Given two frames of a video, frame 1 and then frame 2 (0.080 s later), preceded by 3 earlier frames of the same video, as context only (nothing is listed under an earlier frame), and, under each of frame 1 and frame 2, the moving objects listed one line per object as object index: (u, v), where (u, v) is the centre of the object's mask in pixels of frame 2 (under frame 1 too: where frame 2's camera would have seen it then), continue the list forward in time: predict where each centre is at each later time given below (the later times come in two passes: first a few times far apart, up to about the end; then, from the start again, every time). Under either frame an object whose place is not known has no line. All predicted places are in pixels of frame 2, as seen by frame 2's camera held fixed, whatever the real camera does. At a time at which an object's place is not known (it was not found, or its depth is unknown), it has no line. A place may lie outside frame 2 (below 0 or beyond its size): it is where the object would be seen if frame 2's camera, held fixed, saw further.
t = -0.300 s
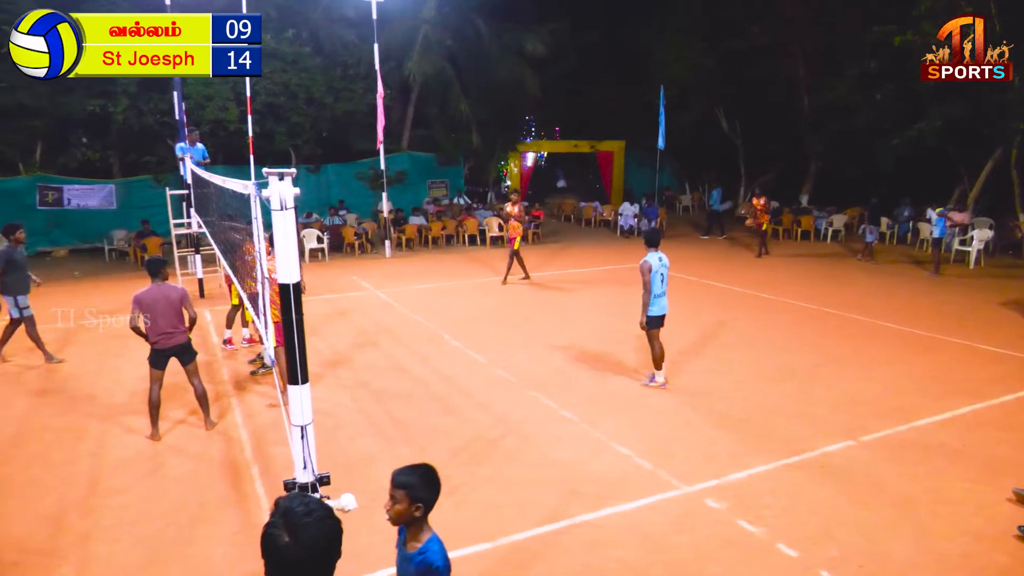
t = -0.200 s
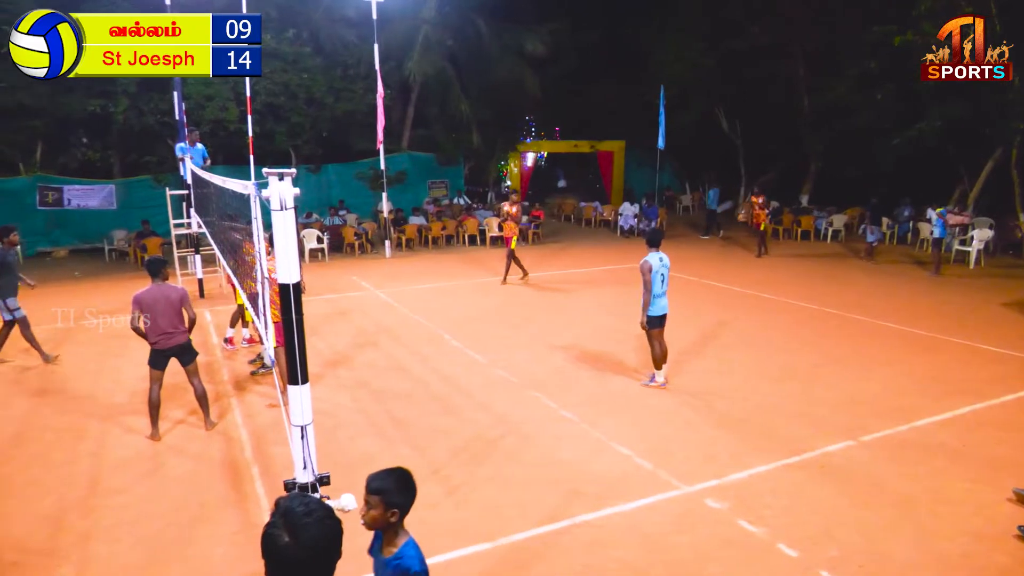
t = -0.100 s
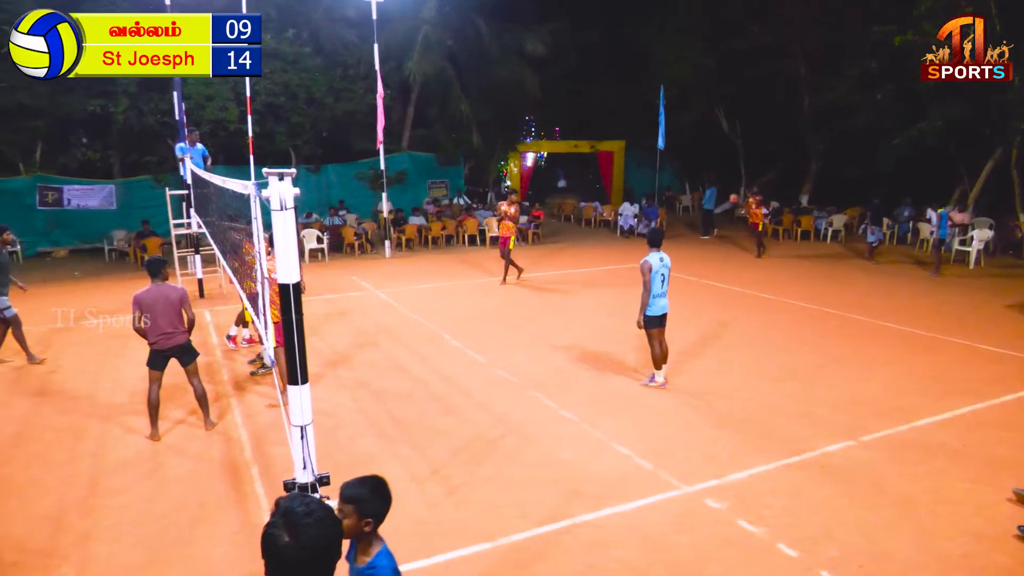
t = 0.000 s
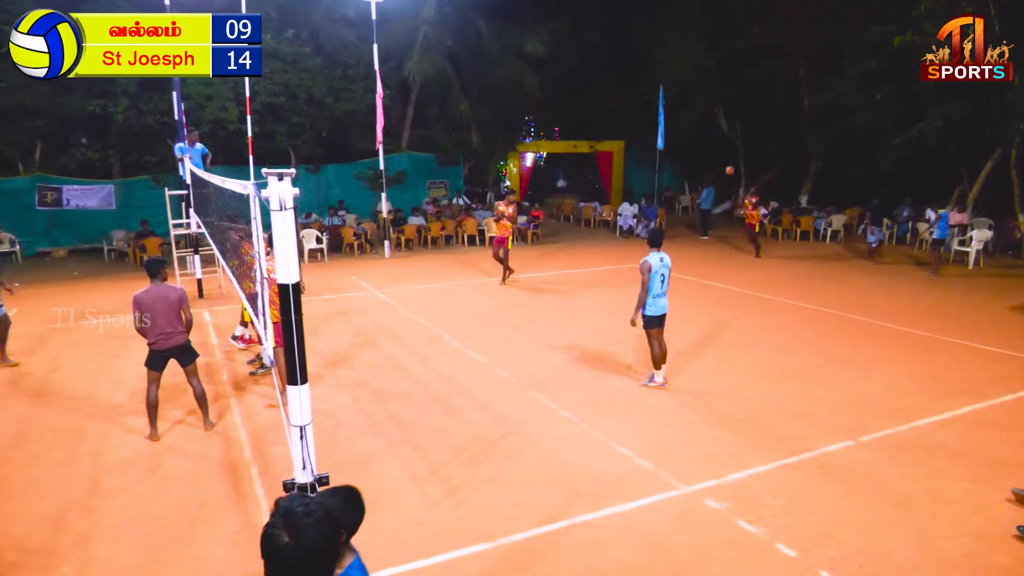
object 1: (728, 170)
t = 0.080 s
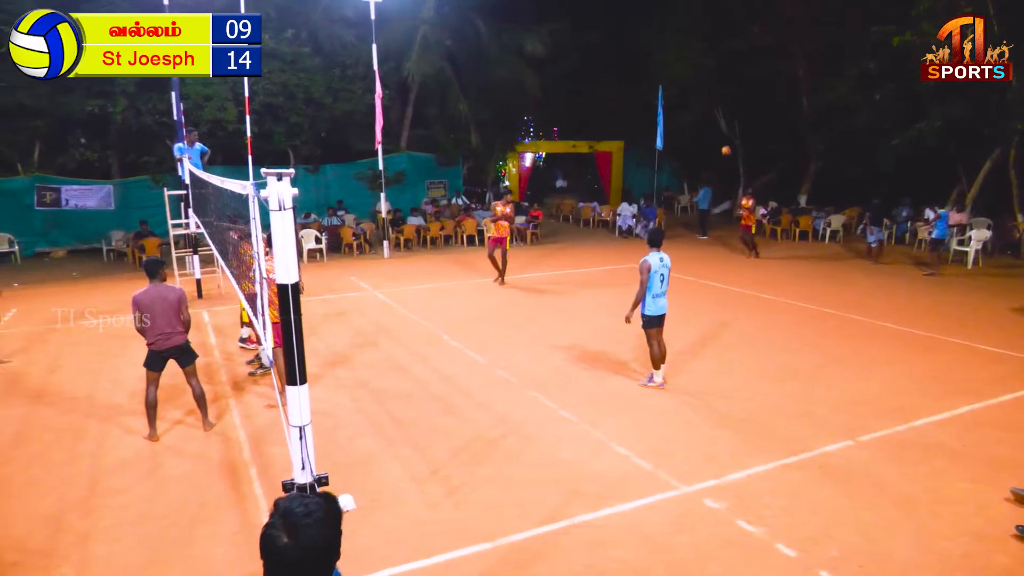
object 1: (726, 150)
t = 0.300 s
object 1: (717, 110)
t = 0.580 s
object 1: (705, 88)
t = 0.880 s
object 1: (689, 105)
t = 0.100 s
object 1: (725, 146)
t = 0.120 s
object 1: (724, 142)
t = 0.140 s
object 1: (723, 136)
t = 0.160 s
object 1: (722, 132)
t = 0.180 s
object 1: (722, 129)
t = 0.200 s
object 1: (721, 126)
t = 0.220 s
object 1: (721, 123)
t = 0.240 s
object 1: (720, 119)
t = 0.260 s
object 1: (718, 116)
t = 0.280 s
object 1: (718, 113)
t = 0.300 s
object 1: (717, 110)
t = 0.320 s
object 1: (716, 107)
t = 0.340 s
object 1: (715, 105)
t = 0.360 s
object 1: (715, 103)
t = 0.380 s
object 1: (714, 100)
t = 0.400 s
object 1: (713, 99)
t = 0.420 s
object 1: (712, 97)
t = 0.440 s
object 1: (711, 95)
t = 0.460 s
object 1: (710, 94)
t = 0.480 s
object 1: (709, 92)
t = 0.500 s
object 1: (708, 91)
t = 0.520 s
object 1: (707, 90)
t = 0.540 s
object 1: (707, 89)
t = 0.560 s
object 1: (706, 89)
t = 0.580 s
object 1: (705, 88)
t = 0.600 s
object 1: (704, 88)
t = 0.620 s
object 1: (703, 88)
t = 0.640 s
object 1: (702, 88)
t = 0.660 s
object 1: (701, 89)
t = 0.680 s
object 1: (700, 89)
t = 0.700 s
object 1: (699, 90)
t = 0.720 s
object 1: (698, 91)
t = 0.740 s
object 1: (697, 92)
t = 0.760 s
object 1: (696, 94)
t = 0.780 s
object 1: (695, 95)
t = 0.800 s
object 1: (694, 96)
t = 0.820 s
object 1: (693, 98)
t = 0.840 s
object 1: (692, 100)
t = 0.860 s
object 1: (691, 102)
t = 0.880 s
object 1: (689, 105)
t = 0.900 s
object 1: (688, 107)
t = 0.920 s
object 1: (687, 110)
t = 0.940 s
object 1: (686, 113)
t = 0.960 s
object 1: (685, 116)
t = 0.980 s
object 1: (684, 119)
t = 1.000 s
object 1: (683, 123)
